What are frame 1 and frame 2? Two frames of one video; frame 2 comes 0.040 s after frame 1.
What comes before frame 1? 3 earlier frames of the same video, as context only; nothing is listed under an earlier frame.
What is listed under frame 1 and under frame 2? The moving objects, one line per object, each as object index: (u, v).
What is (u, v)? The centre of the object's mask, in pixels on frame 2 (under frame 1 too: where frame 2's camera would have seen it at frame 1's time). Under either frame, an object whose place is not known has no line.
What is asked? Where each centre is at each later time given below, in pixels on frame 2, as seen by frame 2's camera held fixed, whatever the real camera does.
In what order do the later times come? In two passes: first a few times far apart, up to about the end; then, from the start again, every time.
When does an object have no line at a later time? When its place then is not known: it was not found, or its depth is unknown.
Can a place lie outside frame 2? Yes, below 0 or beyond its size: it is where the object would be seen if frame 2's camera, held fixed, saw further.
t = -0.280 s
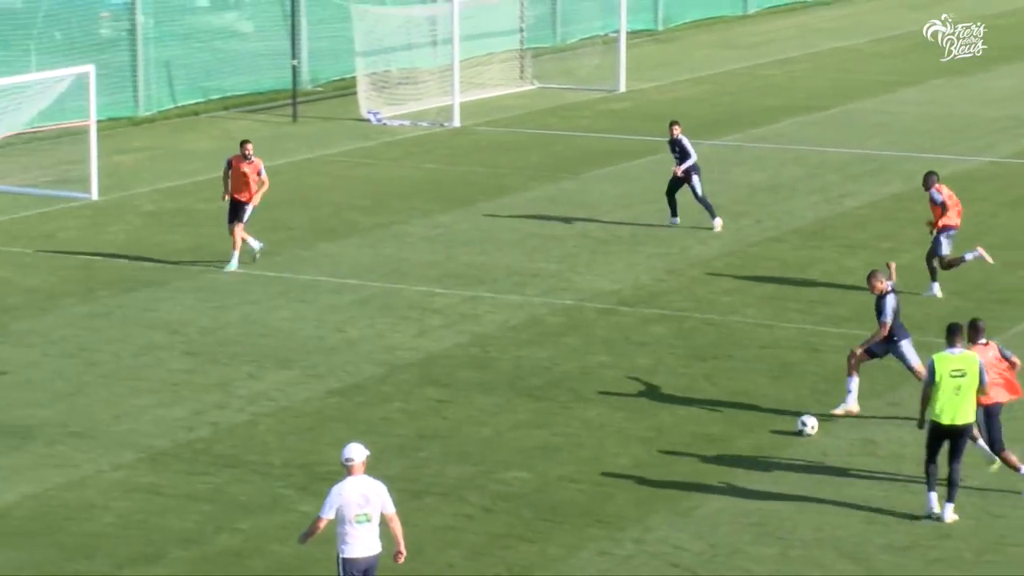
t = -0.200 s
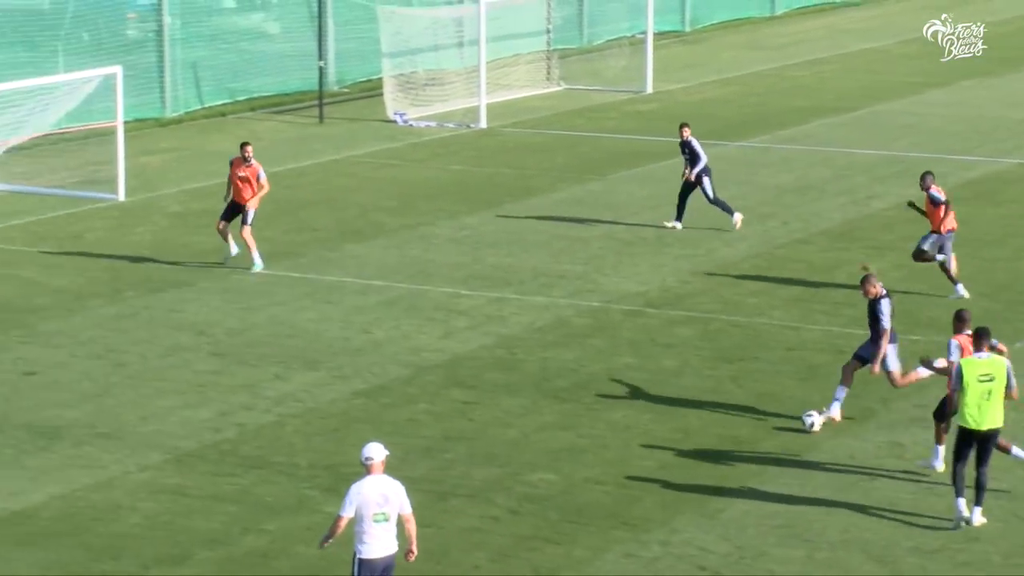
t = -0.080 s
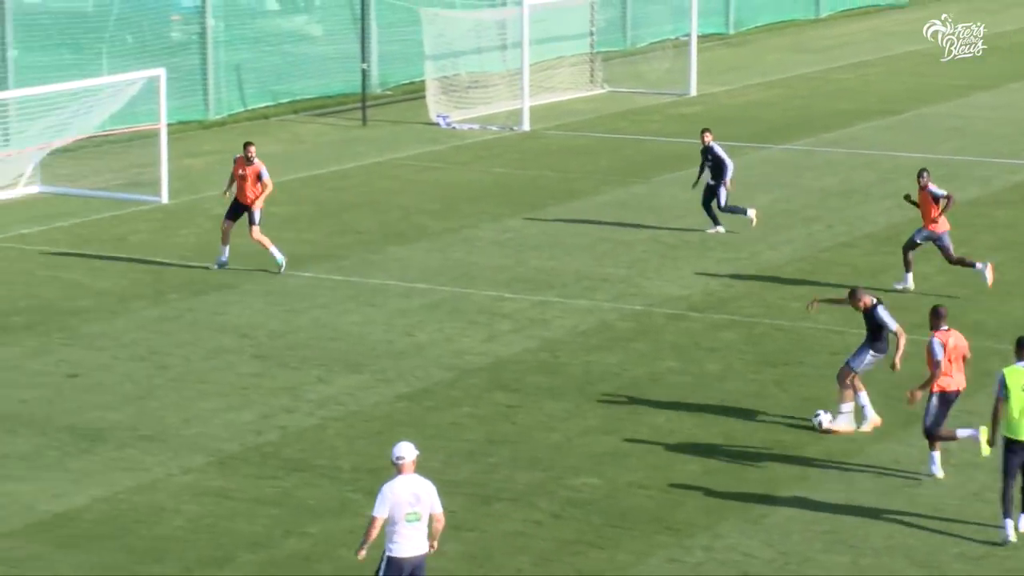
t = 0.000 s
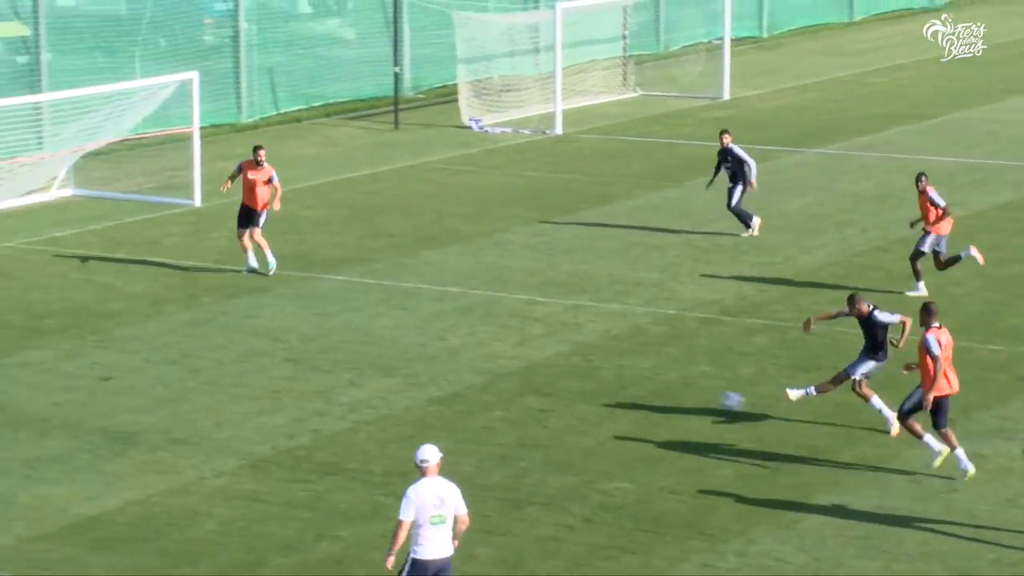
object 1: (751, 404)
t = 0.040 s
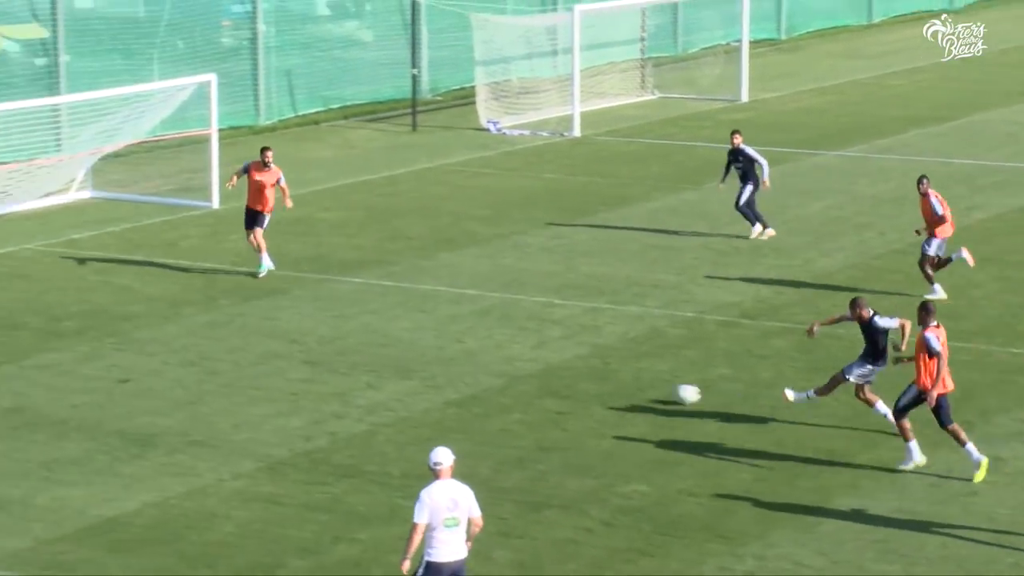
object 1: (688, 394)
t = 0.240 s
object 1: (426, 349)
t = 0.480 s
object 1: (201, 306)
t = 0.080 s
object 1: (628, 385)
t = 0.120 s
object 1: (573, 375)
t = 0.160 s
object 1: (522, 366)
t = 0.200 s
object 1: (473, 357)
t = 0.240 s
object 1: (426, 349)
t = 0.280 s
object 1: (383, 340)
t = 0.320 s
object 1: (343, 332)
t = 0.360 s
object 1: (304, 325)
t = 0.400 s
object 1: (268, 319)
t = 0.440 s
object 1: (233, 313)
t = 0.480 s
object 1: (201, 306)
